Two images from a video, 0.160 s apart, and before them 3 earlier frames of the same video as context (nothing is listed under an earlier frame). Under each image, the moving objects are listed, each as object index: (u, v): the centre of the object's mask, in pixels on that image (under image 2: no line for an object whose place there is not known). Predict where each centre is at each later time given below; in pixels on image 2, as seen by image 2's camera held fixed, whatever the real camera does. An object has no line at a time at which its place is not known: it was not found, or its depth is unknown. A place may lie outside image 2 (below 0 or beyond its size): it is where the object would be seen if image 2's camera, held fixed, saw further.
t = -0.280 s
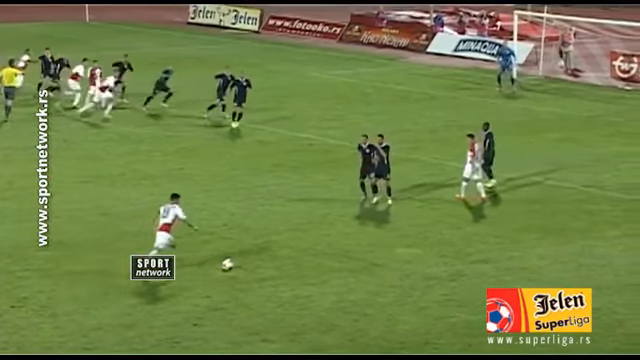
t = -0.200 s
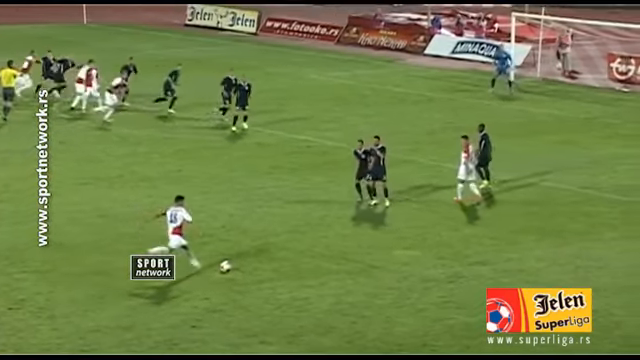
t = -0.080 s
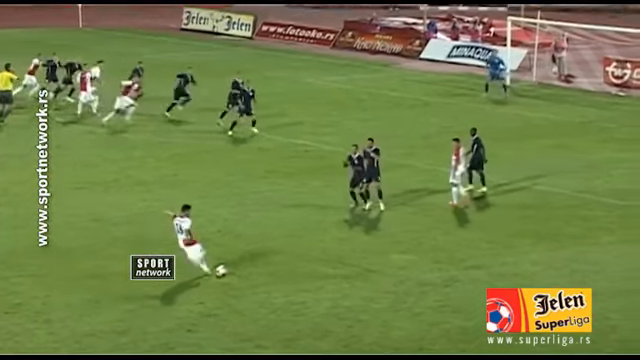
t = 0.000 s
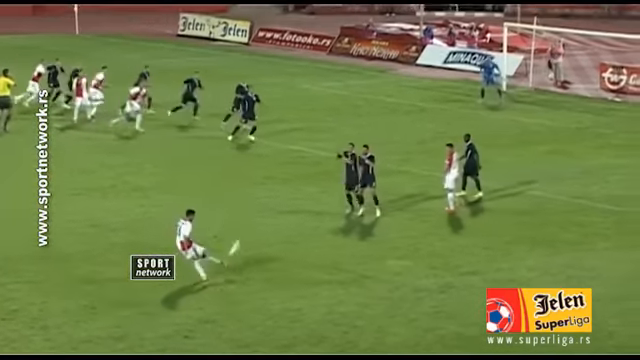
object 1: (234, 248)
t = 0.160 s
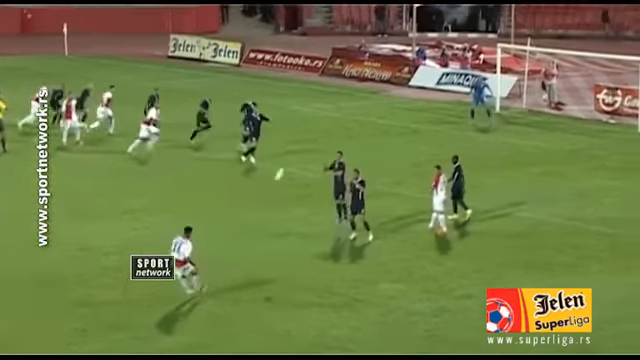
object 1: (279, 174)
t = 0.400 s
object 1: (319, 83)
